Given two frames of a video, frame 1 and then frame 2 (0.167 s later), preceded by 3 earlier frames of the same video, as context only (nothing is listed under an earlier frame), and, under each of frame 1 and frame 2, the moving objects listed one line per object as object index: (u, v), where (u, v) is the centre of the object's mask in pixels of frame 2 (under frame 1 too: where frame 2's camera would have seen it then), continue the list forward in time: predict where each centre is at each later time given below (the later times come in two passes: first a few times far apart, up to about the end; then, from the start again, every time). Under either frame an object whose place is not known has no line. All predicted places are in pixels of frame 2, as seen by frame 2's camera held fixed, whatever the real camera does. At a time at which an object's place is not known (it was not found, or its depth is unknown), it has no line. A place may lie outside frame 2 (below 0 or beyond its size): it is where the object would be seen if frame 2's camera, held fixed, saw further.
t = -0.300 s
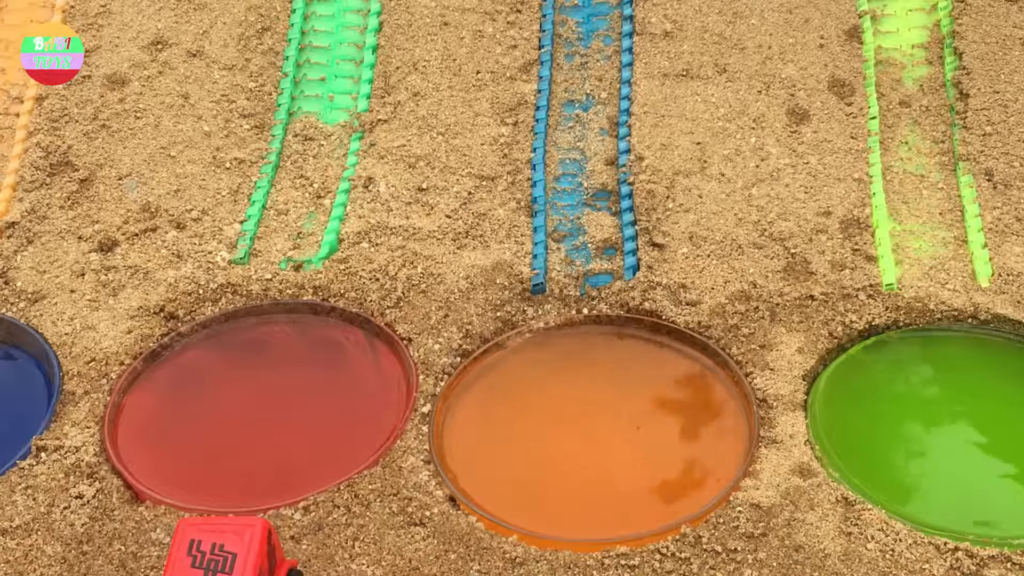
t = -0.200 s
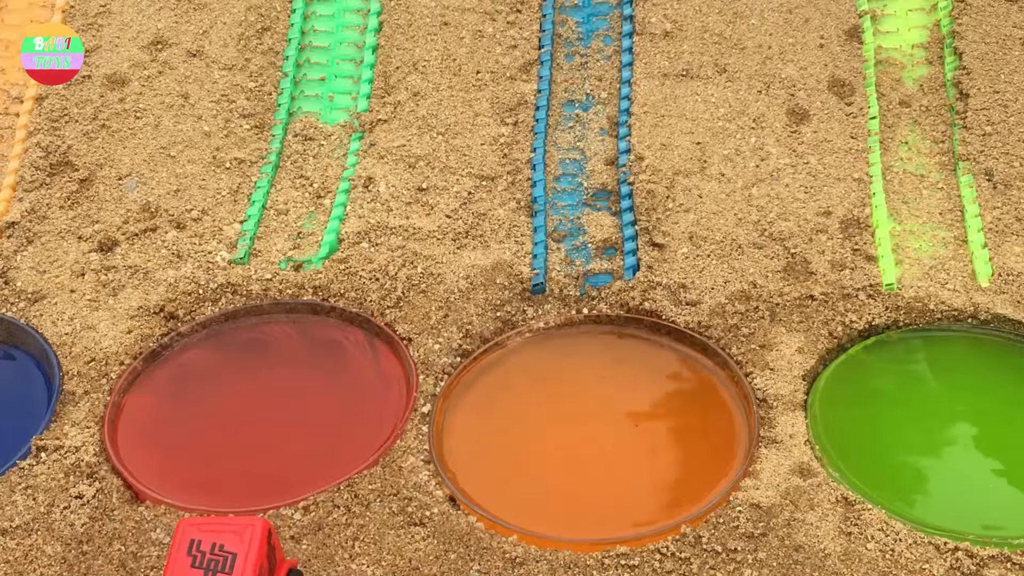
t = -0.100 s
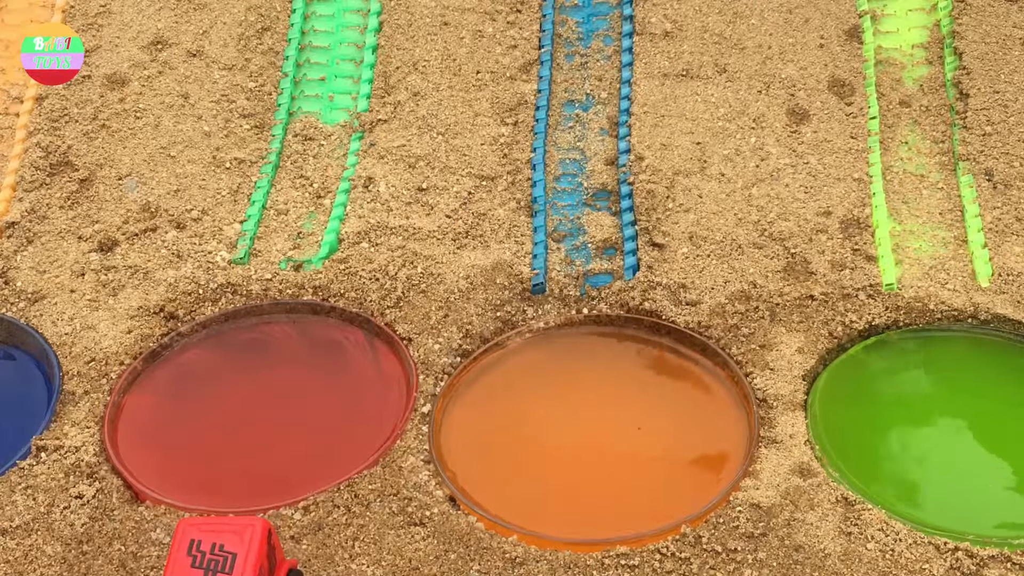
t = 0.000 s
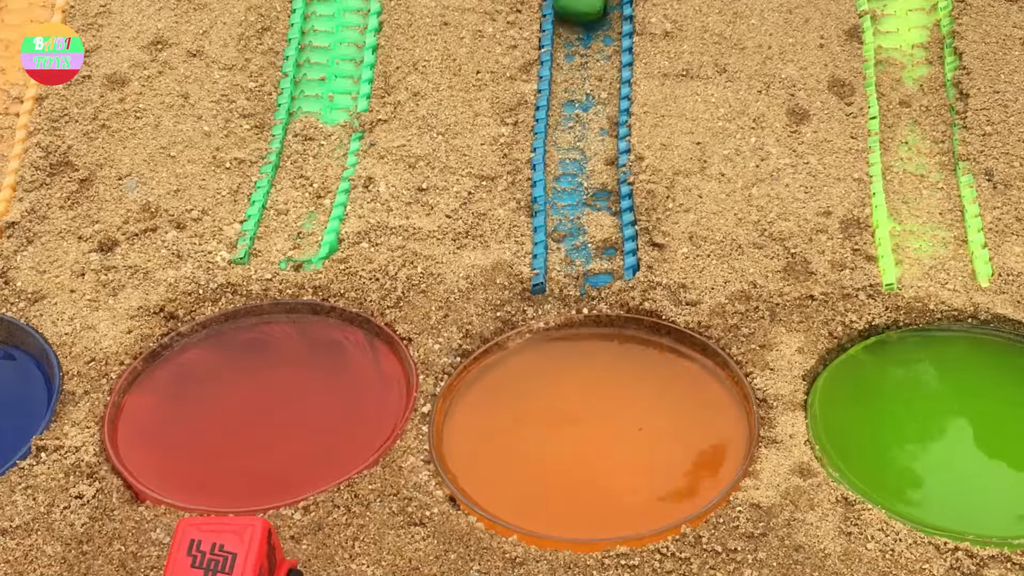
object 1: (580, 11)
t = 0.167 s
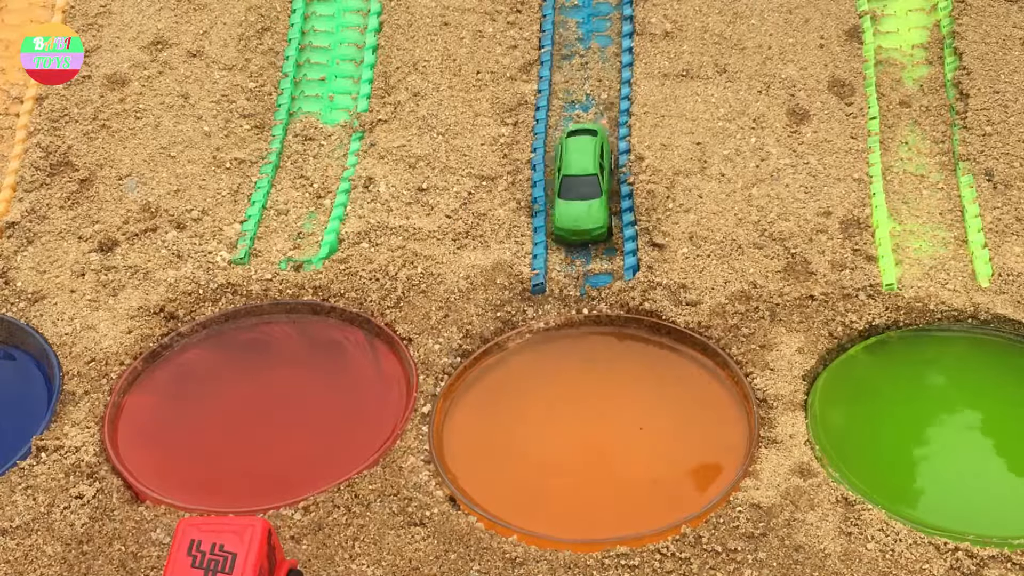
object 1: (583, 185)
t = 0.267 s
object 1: (580, 284)
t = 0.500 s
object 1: (580, 393)
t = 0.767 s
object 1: (582, 426)
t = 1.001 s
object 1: (591, 455)
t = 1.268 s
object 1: (599, 489)
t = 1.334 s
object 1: (600, 497)
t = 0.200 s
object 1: (582, 219)
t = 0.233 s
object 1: (582, 252)
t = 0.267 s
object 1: (580, 284)
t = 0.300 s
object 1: (578, 318)
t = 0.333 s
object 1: (574, 330)
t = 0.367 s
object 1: (575, 349)
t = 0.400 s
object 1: (577, 369)
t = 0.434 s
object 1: (579, 380)
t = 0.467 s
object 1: (579, 389)
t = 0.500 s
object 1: (580, 393)
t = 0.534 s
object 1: (581, 399)
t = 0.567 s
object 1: (581, 403)
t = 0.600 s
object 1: (580, 407)
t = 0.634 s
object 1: (581, 410)
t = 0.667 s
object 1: (581, 413)
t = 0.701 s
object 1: (582, 418)
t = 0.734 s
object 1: (581, 421)
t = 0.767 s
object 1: (582, 426)
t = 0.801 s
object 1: (582, 430)
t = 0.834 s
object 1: (583, 436)
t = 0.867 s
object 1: (583, 441)
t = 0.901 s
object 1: (585, 444)
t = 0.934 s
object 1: (588, 448)
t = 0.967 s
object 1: (589, 451)
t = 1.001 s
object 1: (591, 455)
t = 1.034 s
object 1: (592, 459)
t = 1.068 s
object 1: (594, 464)
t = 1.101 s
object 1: (594, 468)
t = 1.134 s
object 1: (596, 472)
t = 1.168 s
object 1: (596, 476)
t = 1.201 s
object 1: (598, 479)
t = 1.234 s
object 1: (598, 484)
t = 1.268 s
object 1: (599, 489)
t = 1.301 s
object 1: (597, 494)
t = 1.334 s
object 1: (600, 497)
